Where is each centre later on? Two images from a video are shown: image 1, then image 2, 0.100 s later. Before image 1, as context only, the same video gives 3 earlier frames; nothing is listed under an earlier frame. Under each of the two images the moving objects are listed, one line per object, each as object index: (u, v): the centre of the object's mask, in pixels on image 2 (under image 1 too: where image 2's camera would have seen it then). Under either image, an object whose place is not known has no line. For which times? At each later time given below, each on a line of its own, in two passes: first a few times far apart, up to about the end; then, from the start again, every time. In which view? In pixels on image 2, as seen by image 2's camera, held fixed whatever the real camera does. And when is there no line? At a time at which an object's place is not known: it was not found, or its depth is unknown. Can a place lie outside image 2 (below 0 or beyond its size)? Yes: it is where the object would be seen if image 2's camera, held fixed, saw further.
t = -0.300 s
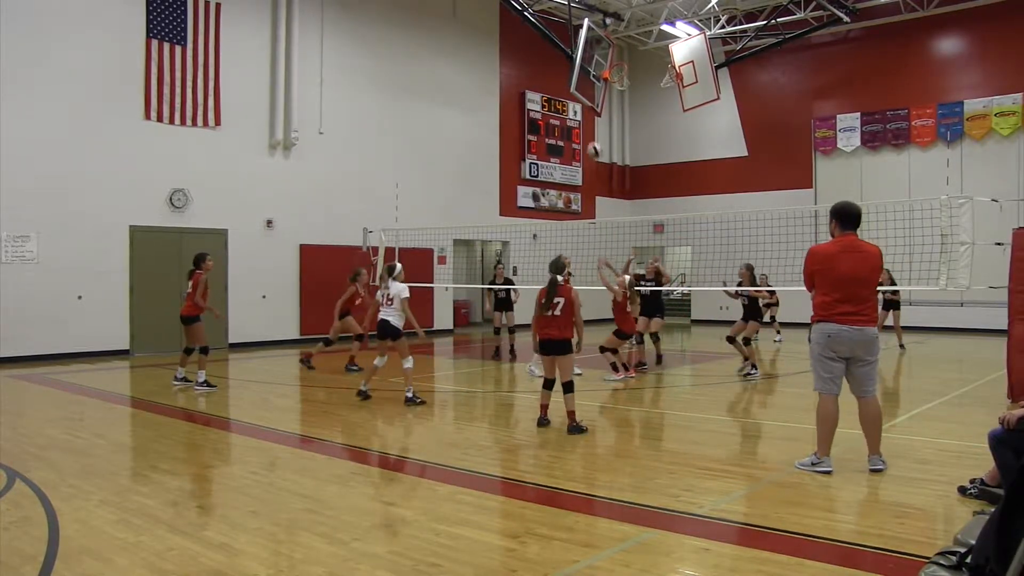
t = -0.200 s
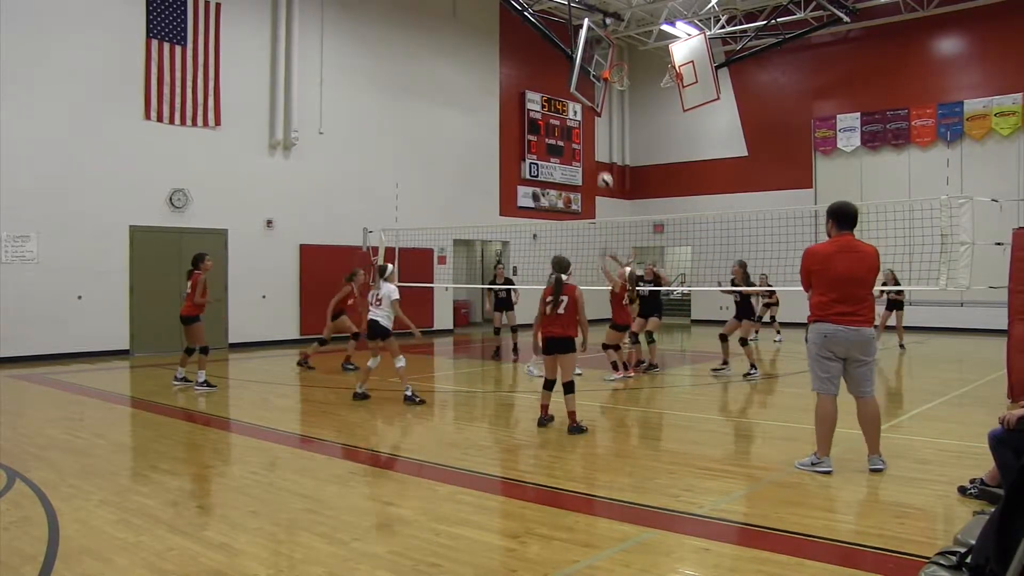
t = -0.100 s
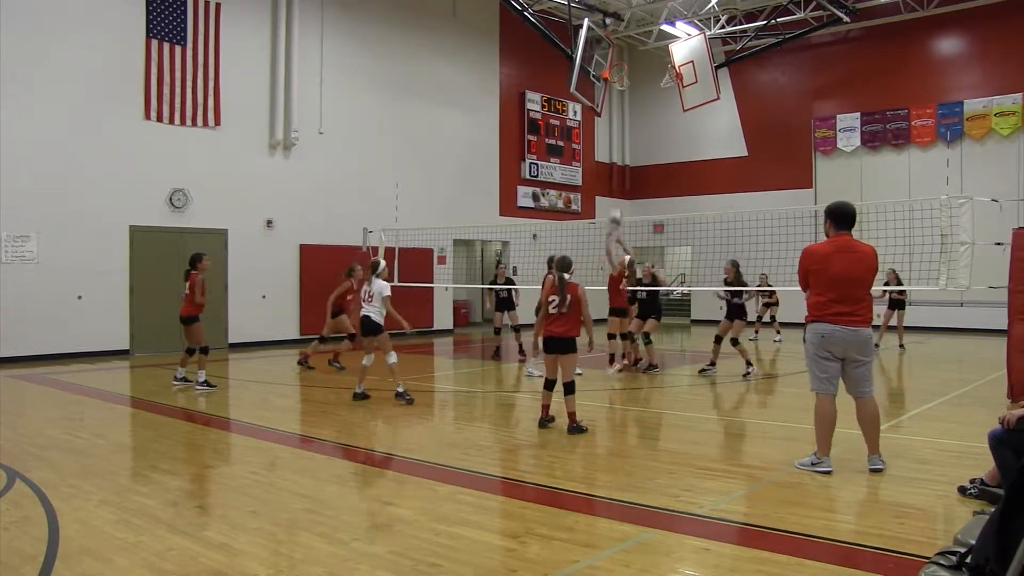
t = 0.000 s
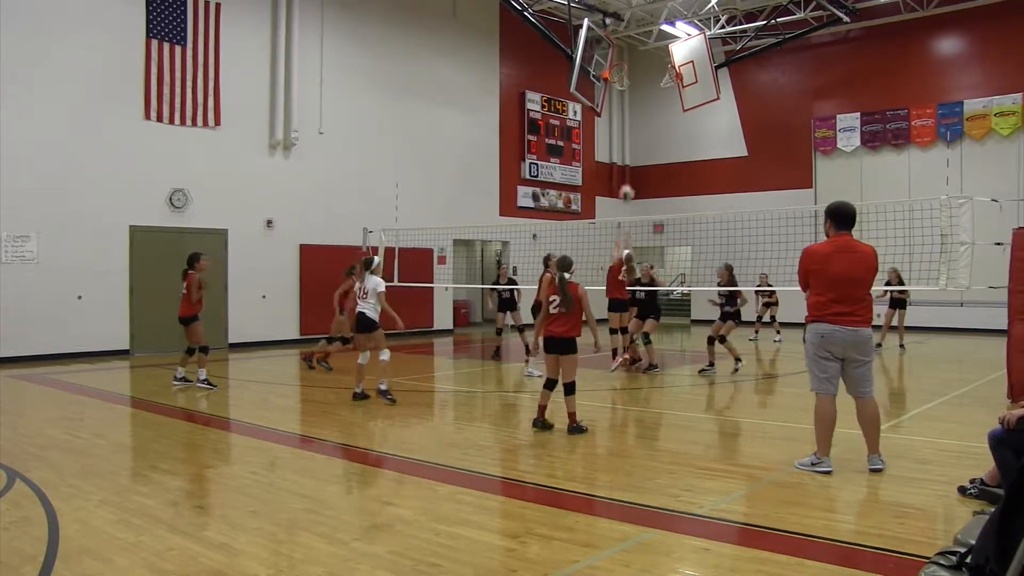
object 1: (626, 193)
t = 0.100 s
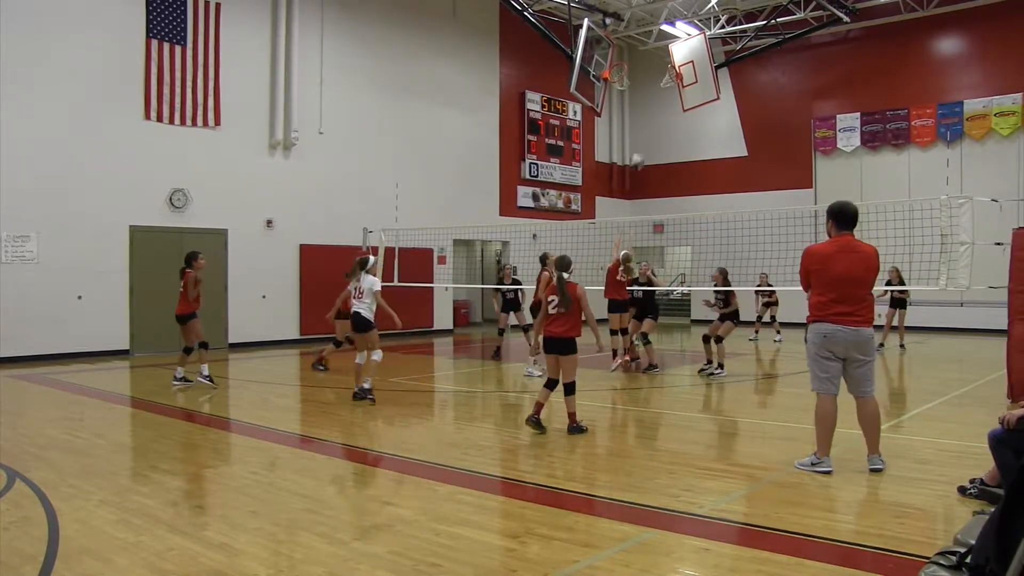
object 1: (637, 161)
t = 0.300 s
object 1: (653, 125)
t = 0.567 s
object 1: (676, 121)
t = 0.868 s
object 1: (698, 165)
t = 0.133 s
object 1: (639, 153)
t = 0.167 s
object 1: (642, 146)
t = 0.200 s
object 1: (645, 140)
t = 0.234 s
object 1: (648, 134)
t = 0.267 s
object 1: (650, 129)
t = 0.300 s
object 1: (653, 125)
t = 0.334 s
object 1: (657, 122)
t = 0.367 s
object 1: (659, 120)
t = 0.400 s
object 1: (662, 118)
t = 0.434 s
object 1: (665, 117)
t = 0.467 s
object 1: (668, 117)
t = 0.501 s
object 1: (671, 117)
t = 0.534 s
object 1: (674, 118)
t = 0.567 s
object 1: (676, 121)
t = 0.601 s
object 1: (678, 123)
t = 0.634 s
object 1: (681, 126)
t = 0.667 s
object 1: (684, 130)
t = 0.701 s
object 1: (686, 135)
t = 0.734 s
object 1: (689, 140)
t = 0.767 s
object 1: (691, 145)
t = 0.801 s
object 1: (693, 152)
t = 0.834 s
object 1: (697, 159)
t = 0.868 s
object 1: (698, 165)
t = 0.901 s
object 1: (701, 172)
